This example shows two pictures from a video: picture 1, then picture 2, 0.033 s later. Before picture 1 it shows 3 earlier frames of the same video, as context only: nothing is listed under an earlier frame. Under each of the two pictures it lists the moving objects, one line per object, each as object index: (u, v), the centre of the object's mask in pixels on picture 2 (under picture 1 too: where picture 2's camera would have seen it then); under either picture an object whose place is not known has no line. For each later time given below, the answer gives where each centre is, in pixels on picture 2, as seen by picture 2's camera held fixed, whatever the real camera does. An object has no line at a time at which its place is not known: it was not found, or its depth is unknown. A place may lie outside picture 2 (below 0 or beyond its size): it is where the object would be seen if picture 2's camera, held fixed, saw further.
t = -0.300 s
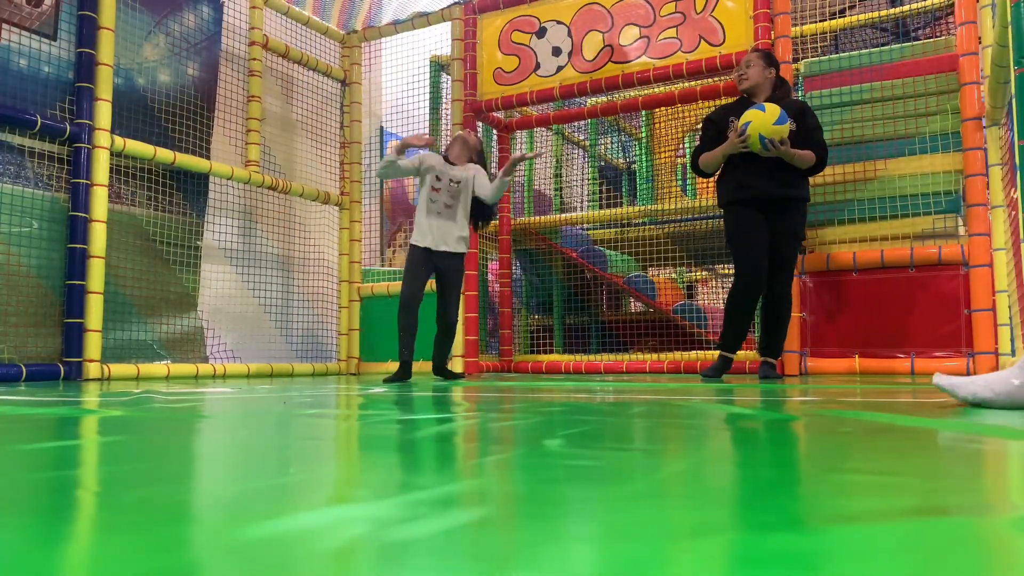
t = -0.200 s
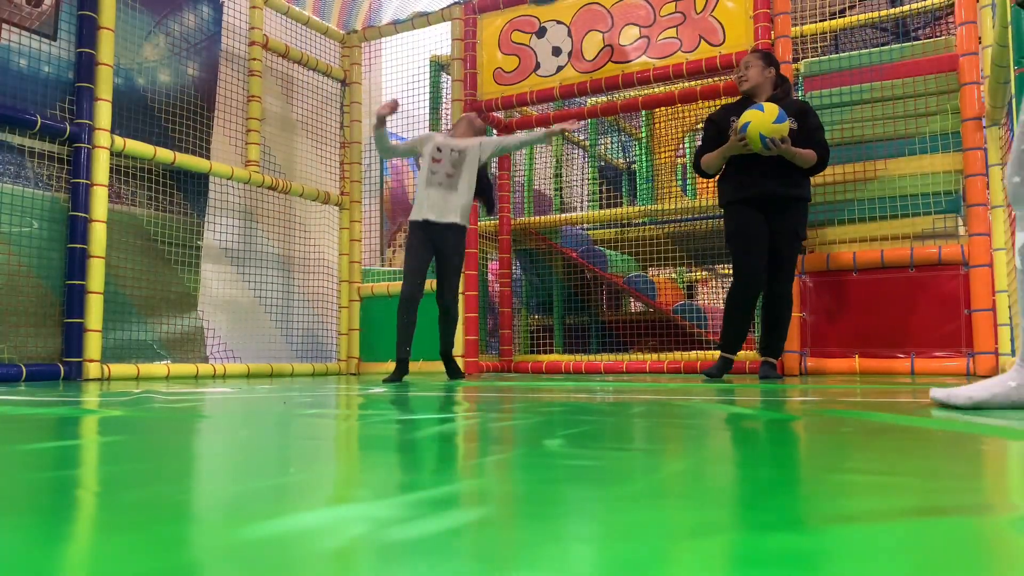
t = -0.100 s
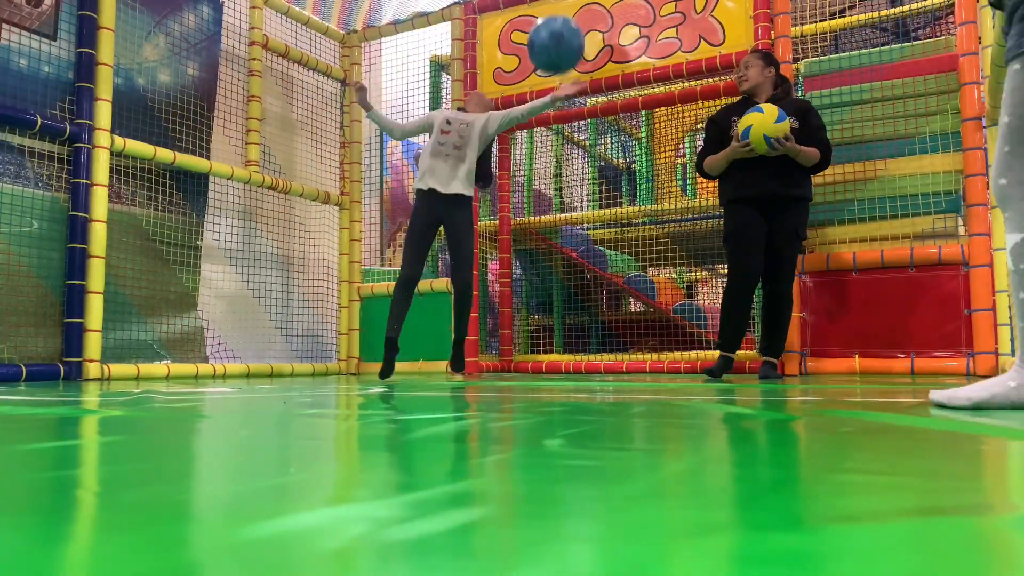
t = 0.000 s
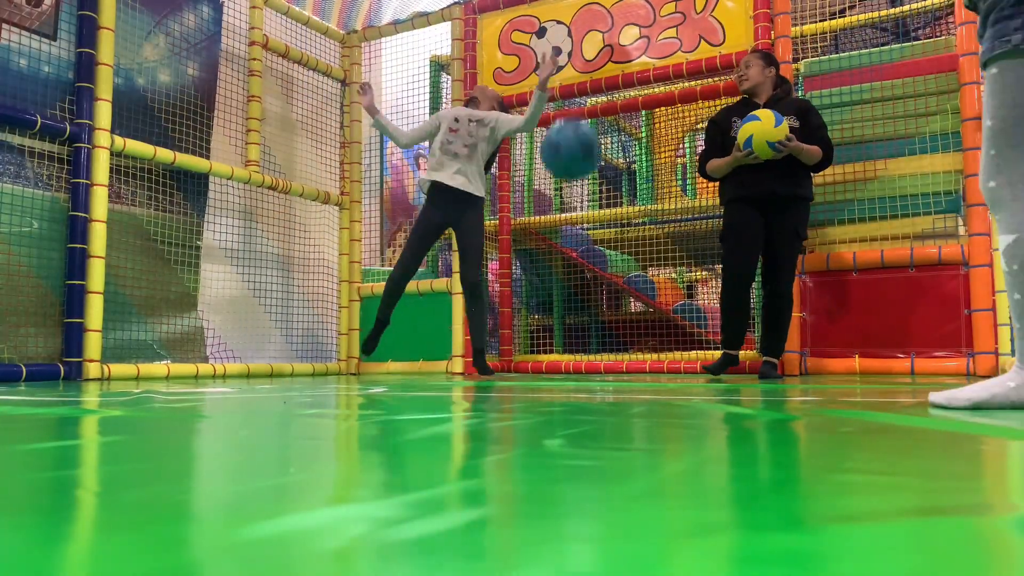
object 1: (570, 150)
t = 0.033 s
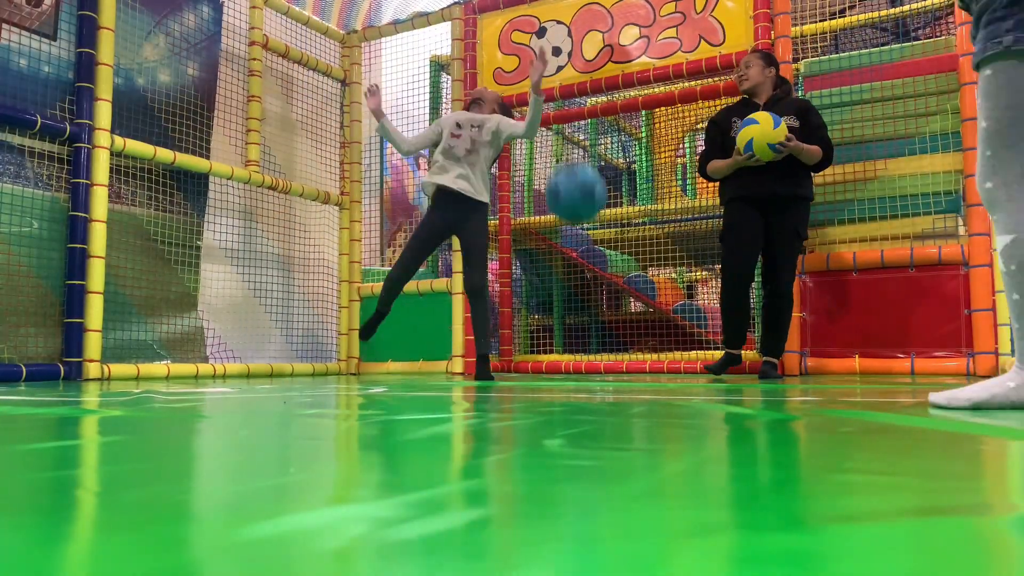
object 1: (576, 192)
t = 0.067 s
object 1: (582, 247)
